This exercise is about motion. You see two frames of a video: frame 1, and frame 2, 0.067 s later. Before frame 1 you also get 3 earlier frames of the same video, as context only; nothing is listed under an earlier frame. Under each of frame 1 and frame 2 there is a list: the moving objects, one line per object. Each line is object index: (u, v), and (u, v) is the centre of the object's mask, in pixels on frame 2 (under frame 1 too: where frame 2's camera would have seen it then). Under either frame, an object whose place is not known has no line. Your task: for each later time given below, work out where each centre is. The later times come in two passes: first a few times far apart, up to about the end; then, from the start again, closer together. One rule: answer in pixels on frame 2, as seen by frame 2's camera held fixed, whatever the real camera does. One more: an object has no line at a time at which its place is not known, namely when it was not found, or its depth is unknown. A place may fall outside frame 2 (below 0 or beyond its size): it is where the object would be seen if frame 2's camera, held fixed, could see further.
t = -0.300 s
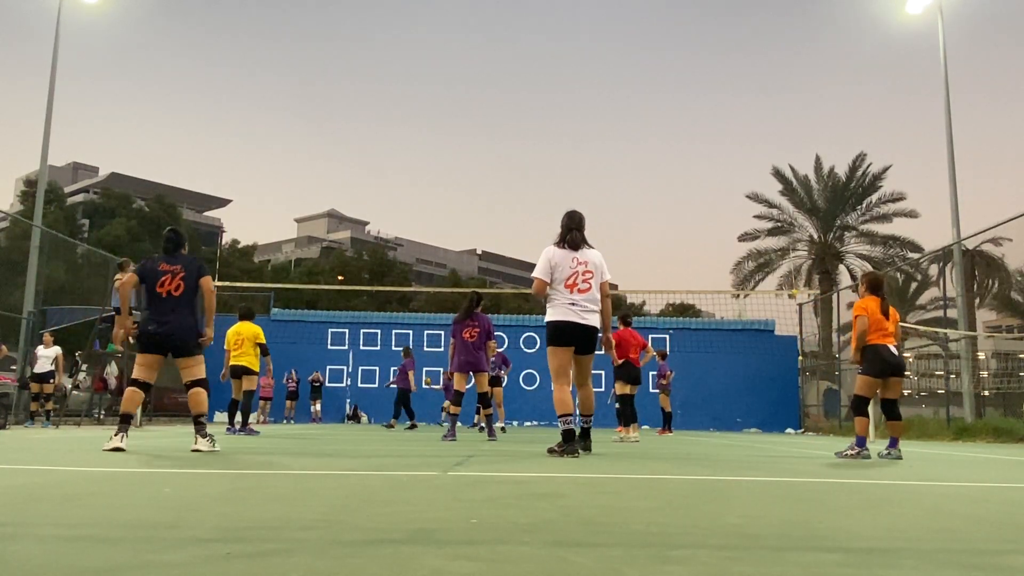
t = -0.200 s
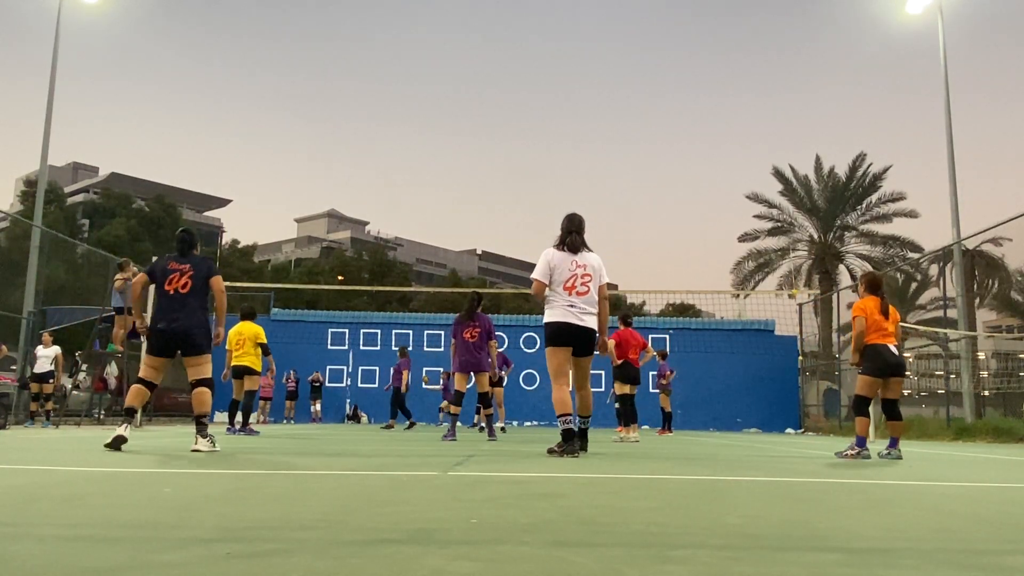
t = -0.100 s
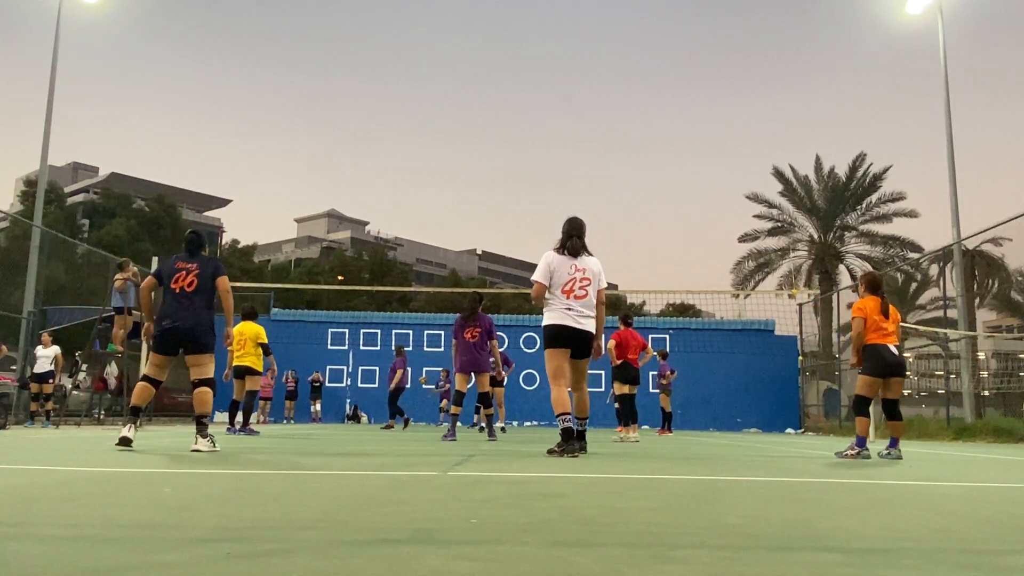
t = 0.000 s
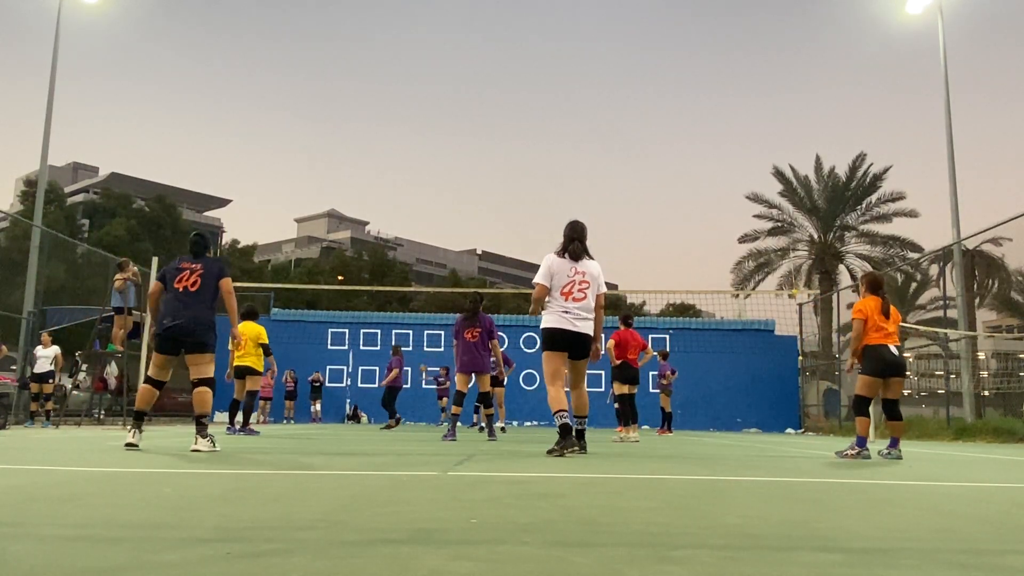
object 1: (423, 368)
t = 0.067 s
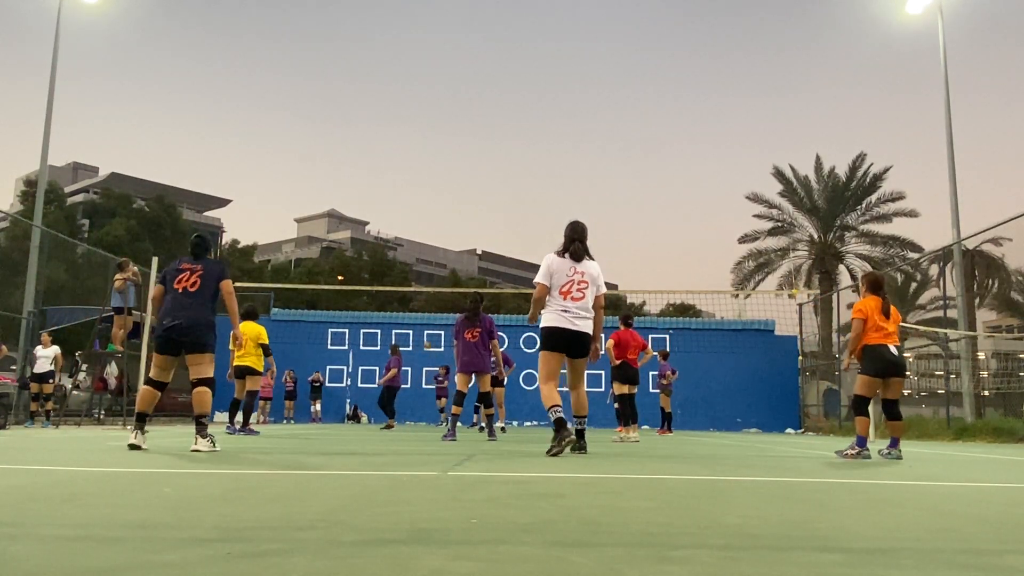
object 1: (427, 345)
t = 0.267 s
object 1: (441, 278)
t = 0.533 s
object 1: (469, 203)
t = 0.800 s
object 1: (504, 149)
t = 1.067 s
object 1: (547, 127)
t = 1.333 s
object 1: (601, 148)
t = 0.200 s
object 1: (436, 300)
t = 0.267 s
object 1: (441, 278)
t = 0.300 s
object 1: (445, 268)
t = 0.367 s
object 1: (450, 248)
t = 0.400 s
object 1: (454, 238)
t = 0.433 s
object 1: (457, 229)
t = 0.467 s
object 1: (461, 220)
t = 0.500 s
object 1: (465, 211)
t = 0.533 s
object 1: (469, 203)
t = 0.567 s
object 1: (473, 195)
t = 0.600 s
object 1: (477, 187)
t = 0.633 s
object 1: (480, 179)
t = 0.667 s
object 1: (485, 172)
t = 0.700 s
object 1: (490, 166)
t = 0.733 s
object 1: (494, 160)
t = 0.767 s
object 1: (499, 154)
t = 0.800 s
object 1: (504, 149)
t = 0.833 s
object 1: (509, 144)
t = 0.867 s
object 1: (514, 140)
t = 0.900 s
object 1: (519, 136)
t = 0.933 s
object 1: (524, 133)
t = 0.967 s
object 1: (530, 131)
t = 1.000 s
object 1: (535, 129)
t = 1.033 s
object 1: (541, 128)
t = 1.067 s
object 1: (547, 127)
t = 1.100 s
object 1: (553, 127)
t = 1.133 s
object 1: (559, 128)
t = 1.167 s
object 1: (565, 129)
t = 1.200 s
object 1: (572, 132)
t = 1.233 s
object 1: (579, 135)
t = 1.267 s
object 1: (586, 138)
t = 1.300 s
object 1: (593, 143)
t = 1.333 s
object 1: (601, 148)
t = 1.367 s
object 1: (609, 155)
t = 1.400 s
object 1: (617, 163)
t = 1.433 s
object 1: (626, 172)
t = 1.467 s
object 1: (635, 182)
